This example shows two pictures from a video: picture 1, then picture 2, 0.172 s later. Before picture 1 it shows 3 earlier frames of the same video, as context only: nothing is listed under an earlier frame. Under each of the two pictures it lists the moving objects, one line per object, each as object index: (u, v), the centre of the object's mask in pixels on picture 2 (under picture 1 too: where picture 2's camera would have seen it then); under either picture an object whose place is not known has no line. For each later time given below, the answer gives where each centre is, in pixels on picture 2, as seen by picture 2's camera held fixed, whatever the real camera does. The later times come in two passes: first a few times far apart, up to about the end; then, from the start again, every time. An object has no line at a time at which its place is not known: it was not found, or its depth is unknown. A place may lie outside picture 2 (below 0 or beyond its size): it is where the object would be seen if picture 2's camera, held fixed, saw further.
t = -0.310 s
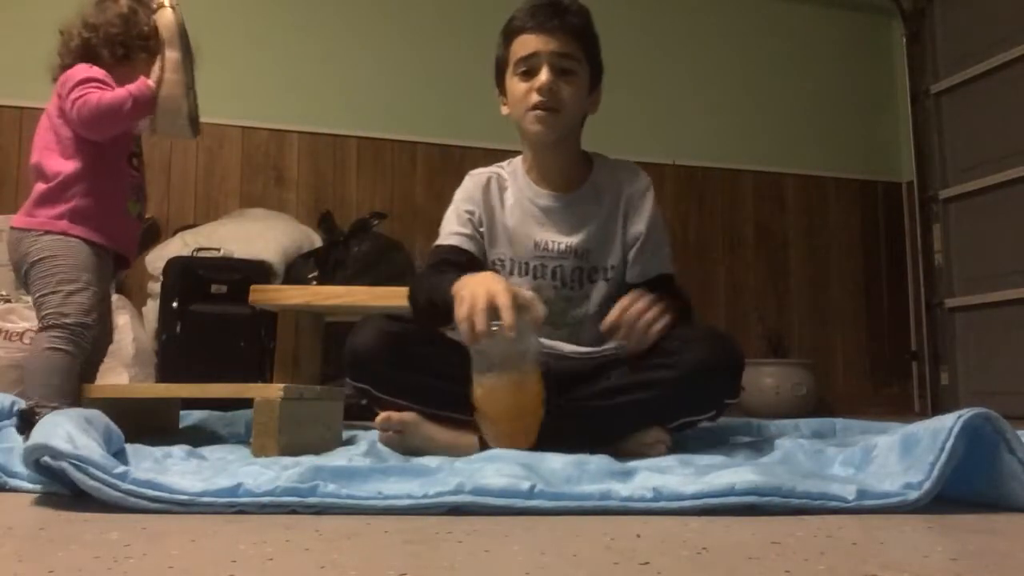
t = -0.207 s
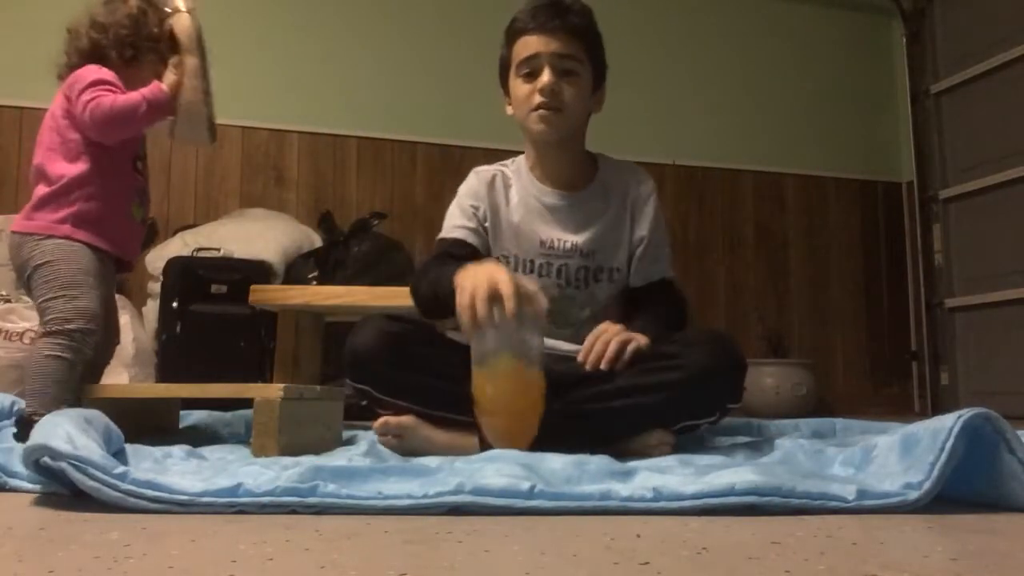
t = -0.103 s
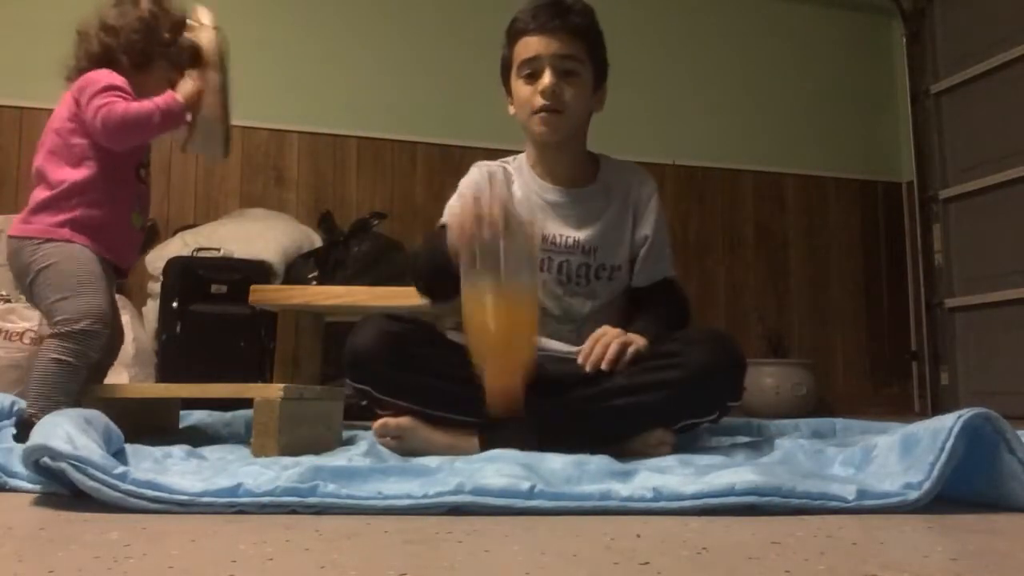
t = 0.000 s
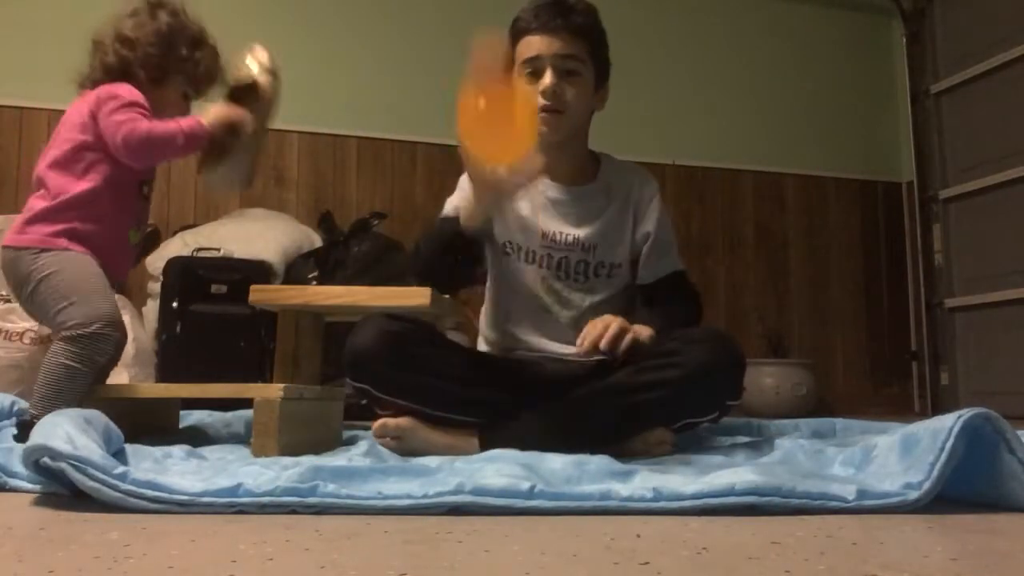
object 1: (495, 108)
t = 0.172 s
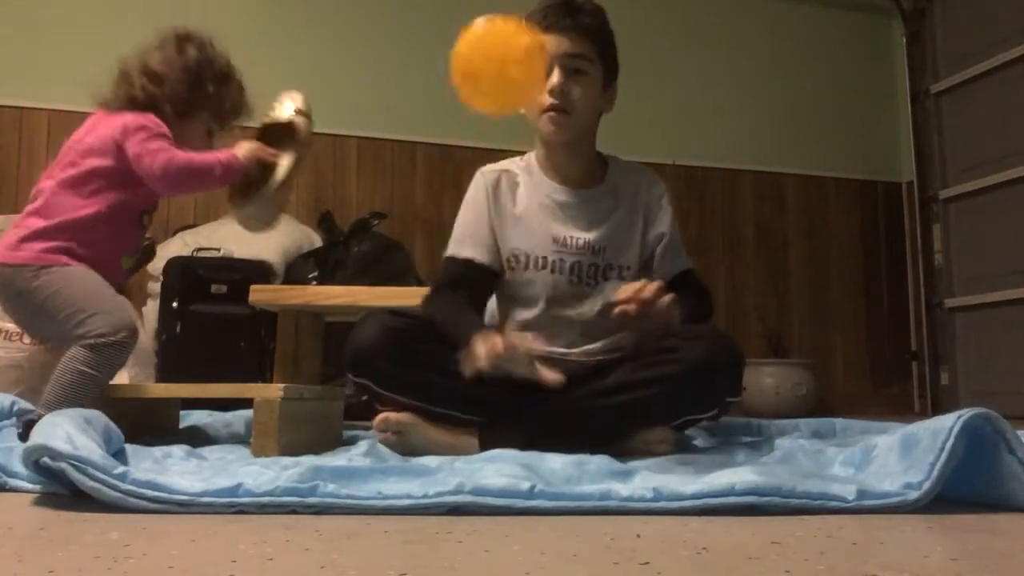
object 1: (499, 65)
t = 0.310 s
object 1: (510, 177)
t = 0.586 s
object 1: (522, 365)
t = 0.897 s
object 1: (515, 365)
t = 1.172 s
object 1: (521, 366)
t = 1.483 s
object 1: (519, 366)
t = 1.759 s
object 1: (520, 366)
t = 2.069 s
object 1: (520, 366)
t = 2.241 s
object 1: (520, 366)
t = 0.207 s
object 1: (502, 73)
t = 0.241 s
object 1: (504, 90)
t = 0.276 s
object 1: (507, 126)
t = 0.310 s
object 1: (510, 177)
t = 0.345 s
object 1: (511, 238)
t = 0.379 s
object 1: (514, 320)
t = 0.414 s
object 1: (516, 362)
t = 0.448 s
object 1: (517, 364)
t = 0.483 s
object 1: (517, 365)
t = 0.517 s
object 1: (519, 365)
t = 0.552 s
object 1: (521, 365)
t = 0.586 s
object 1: (522, 365)
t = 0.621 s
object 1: (524, 365)
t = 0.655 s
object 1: (527, 365)
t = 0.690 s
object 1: (528, 365)
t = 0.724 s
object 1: (527, 365)
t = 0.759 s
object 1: (523, 365)
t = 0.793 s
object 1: (519, 365)
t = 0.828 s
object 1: (516, 365)
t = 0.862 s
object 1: (515, 365)
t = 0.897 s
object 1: (515, 365)
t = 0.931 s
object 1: (515, 365)
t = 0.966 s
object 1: (516, 365)
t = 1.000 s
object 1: (517, 365)
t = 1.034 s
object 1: (518, 365)
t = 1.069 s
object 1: (518, 366)
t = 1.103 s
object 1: (518, 366)
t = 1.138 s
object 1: (519, 366)
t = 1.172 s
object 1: (521, 366)
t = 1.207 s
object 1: (522, 365)
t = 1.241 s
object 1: (521, 366)
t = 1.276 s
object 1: (521, 365)
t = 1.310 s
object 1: (520, 366)
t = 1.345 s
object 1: (519, 366)
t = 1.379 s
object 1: (519, 366)
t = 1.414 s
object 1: (519, 366)
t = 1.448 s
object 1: (519, 366)
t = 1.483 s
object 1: (519, 366)
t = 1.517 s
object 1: (519, 366)
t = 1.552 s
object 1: (519, 366)
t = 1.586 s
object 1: (519, 366)
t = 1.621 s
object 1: (519, 366)
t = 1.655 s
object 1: (520, 366)
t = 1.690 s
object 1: (520, 366)
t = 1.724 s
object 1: (520, 366)
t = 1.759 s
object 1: (520, 366)
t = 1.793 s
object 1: (520, 366)
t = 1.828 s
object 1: (520, 366)
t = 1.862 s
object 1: (519, 366)
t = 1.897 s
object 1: (519, 366)
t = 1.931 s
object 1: (519, 366)
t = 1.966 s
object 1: (519, 366)
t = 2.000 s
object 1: (520, 366)
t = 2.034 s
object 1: (520, 366)
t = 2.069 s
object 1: (520, 366)
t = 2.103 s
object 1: (520, 366)
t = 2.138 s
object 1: (520, 366)
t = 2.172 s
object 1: (520, 366)
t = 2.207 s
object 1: (520, 366)
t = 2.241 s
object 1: (520, 366)
